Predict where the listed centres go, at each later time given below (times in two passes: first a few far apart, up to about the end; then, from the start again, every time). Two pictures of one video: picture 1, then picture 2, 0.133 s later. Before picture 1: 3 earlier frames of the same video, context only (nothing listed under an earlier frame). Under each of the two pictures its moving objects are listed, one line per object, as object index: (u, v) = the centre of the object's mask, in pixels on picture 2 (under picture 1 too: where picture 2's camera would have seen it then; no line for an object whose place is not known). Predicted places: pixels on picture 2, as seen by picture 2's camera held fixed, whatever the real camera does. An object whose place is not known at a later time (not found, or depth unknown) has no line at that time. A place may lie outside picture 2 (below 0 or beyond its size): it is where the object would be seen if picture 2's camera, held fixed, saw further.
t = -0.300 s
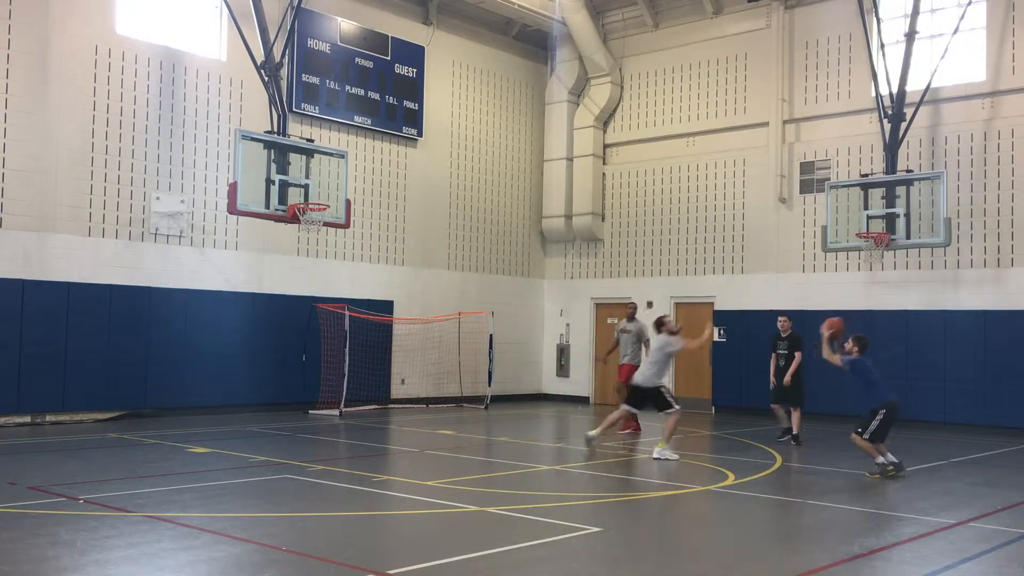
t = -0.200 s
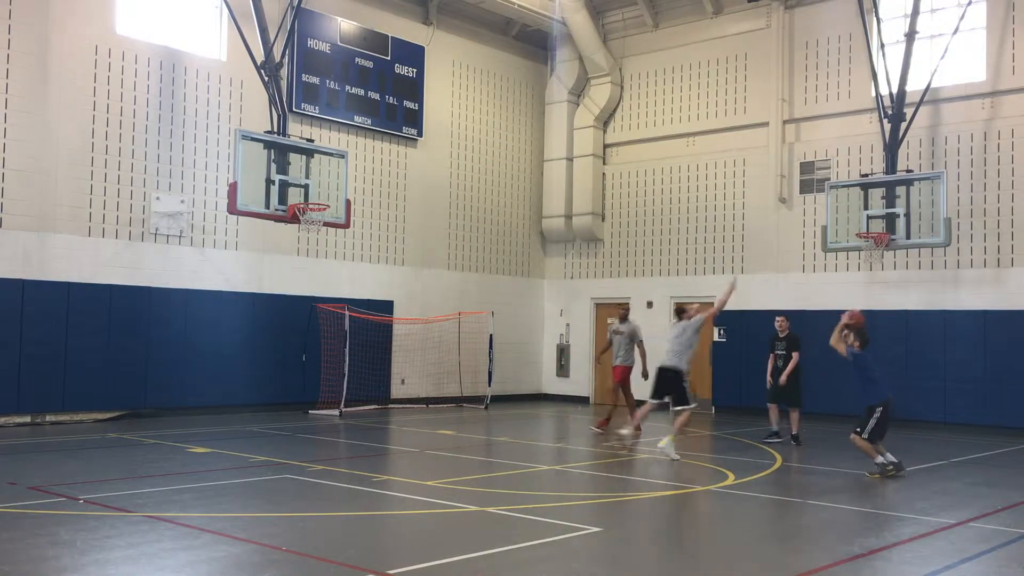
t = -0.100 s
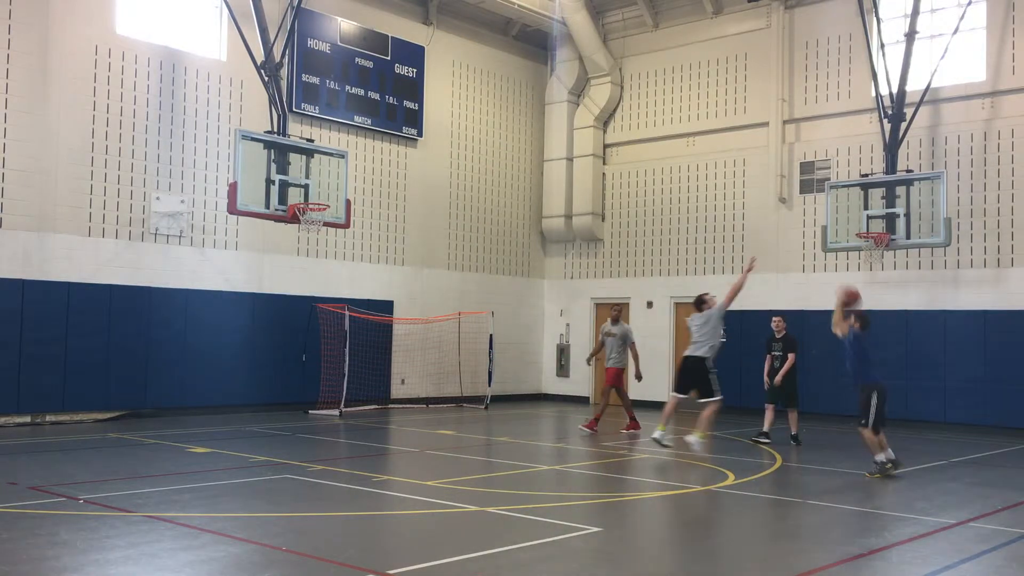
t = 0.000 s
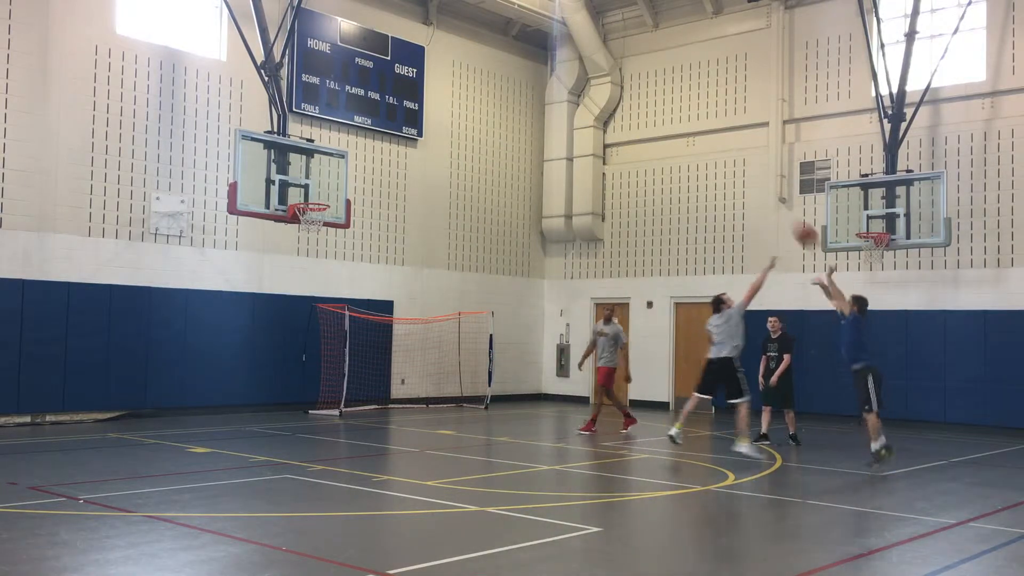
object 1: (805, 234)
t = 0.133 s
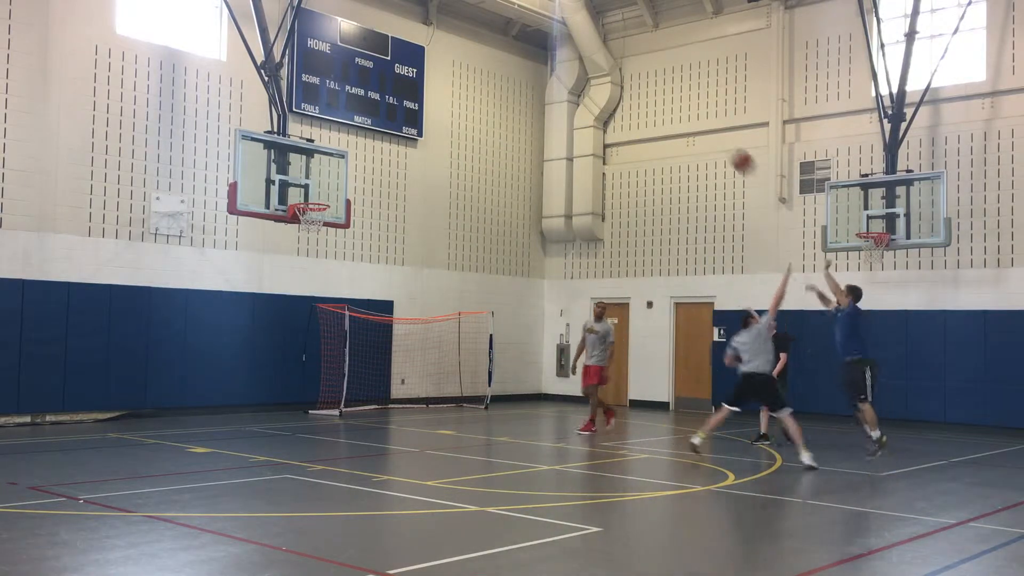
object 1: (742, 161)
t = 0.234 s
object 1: (697, 119)
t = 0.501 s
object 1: (587, 52)
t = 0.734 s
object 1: (495, 44)
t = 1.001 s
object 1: (399, 84)
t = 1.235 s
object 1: (320, 161)
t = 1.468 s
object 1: (251, 217)
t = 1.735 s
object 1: (214, 275)
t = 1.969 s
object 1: (177, 382)
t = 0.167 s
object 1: (728, 147)
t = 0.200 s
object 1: (711, 131)
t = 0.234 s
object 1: (697, 119)
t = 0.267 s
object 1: (682, 106)
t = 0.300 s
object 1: (667, 95)
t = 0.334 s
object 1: (655, 87)
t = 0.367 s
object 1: (641, 77)
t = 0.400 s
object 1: (625, 68)
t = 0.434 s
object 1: (613, 62)
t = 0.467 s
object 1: (600, 57)
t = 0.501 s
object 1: (587, 52)
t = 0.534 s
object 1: (573, 48)
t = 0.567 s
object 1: (560, 43)
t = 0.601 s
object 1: (545, 41)
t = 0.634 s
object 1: (535, 40)
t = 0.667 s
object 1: (521, 41)
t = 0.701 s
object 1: (508, 42)
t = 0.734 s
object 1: (495, 44)
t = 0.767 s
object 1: (484, 46)
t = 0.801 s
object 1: (471, 49)
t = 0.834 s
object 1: (459, 53)
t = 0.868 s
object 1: (447, 58)
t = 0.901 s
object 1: (435, 63)
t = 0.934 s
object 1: (423, 69)
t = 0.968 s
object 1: (411, 76)
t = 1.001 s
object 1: (399, 84)
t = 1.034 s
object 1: (388, 91)
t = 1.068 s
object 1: (376, 101)
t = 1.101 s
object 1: (366, 111)
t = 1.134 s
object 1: (354, 122)
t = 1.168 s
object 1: (343, 135)
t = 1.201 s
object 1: (331, 148)
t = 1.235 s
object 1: (320, 161)
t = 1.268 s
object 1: (309, 175)
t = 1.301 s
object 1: (298, 188)
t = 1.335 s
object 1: (287, 199)
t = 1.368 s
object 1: (277, 204)
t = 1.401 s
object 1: (265, 207)
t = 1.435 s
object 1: (256, 214)
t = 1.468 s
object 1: (251, 217)
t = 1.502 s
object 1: (247, 220)
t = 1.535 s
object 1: (242, 225)
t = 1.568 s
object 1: (238, 231)
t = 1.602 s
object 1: (233, 239)
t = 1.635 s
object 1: (228, 246)
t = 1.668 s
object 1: (223, 255)
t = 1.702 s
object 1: (219, 265)
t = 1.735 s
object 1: (214, 275)
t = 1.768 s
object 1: (210, 285)
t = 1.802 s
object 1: (203, 299)
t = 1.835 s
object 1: (198, 314)
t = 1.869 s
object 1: (194, 328)
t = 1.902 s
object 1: (188, 345)
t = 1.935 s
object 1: (183, 363)
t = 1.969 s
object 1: (177, 382)
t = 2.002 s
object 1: (171, 402)
